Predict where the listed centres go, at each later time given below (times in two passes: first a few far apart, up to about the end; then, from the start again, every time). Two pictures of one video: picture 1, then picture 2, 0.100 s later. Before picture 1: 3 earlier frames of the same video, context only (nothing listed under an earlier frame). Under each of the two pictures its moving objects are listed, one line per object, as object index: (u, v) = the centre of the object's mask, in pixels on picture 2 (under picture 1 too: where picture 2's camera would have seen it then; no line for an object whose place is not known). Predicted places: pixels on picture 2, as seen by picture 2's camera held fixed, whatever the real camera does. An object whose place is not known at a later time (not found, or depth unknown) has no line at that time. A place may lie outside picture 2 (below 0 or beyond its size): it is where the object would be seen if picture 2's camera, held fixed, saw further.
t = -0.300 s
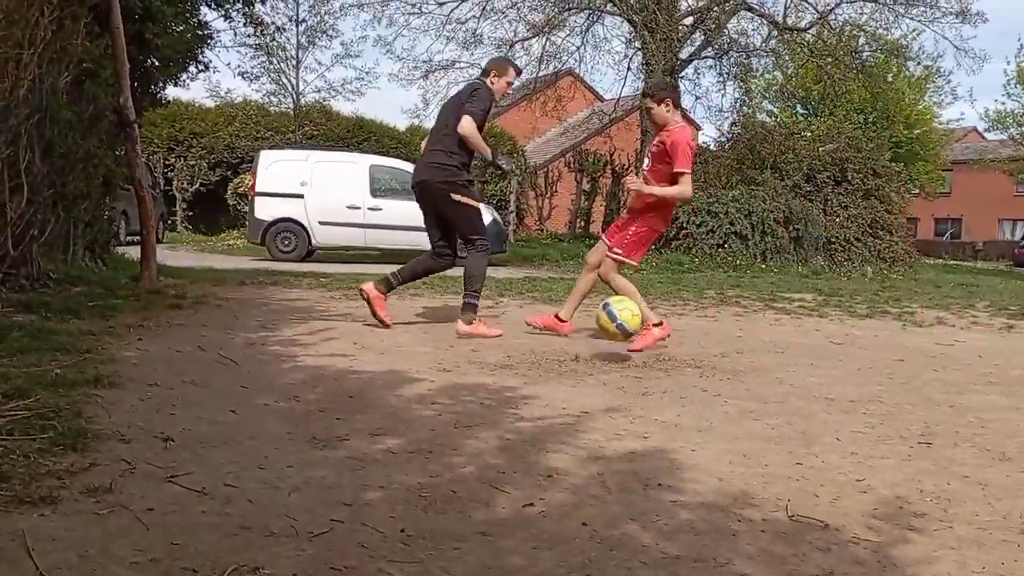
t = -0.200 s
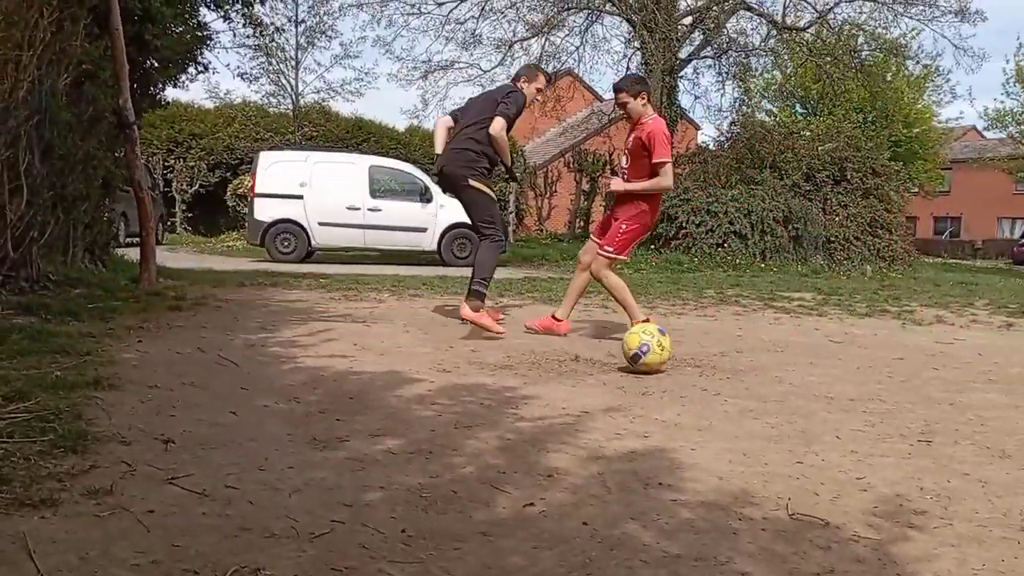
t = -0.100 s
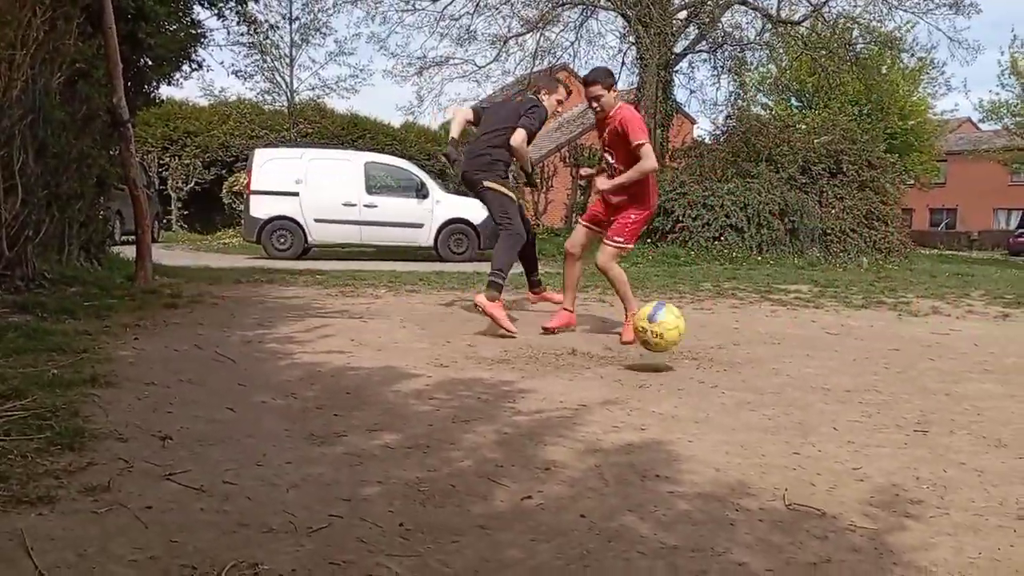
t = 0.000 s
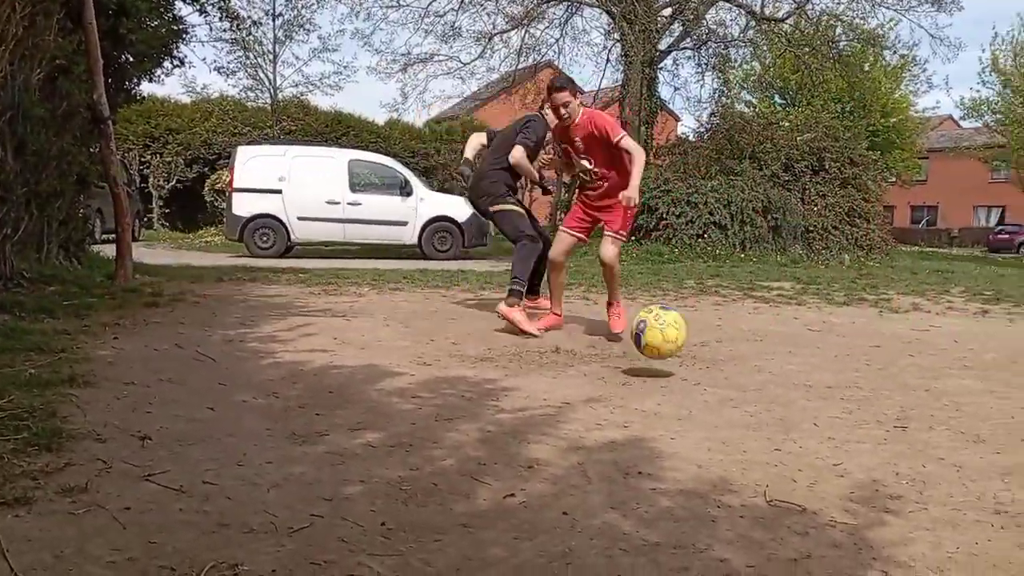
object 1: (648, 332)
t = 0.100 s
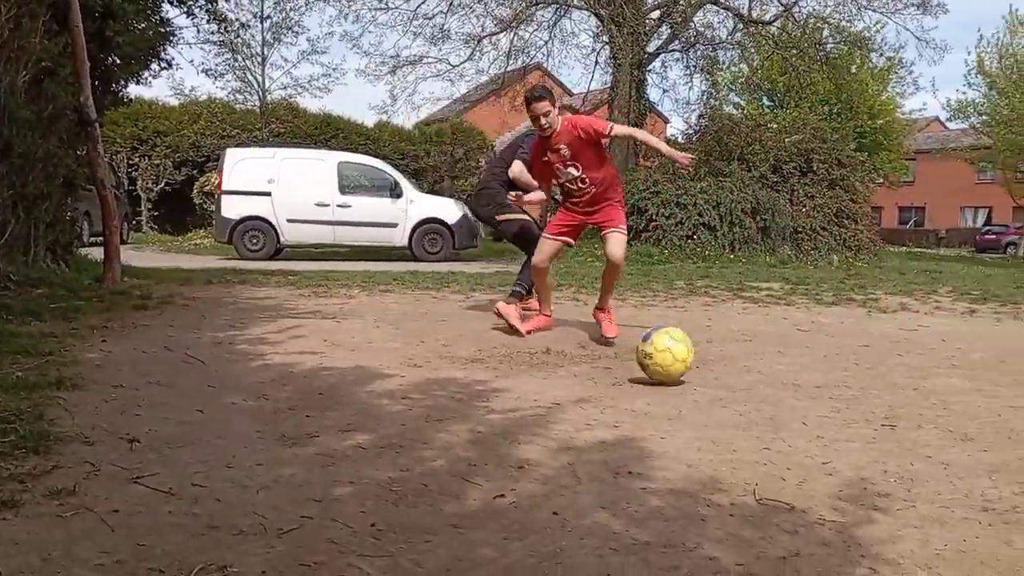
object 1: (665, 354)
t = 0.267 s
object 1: (689, 356)
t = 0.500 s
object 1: (724, 382)
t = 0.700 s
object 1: (768, 410)
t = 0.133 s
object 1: (669, 348)
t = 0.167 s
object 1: (674, 345)
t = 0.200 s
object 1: (679, 346)
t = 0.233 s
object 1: (684, 350)
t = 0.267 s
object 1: (689, 356)
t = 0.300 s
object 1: (693, 366)
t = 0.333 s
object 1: (699, 374)
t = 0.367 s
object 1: (704, 368)
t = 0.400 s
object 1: (708, 367)
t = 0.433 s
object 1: (714, 368)
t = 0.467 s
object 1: (719, 374)
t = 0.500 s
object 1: (724, 382)
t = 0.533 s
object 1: (729, 395)
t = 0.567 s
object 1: (736, 394)
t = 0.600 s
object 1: (744, 394)
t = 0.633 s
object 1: (751, 398)
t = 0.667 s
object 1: (759, 408)
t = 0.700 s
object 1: (768, 410)
